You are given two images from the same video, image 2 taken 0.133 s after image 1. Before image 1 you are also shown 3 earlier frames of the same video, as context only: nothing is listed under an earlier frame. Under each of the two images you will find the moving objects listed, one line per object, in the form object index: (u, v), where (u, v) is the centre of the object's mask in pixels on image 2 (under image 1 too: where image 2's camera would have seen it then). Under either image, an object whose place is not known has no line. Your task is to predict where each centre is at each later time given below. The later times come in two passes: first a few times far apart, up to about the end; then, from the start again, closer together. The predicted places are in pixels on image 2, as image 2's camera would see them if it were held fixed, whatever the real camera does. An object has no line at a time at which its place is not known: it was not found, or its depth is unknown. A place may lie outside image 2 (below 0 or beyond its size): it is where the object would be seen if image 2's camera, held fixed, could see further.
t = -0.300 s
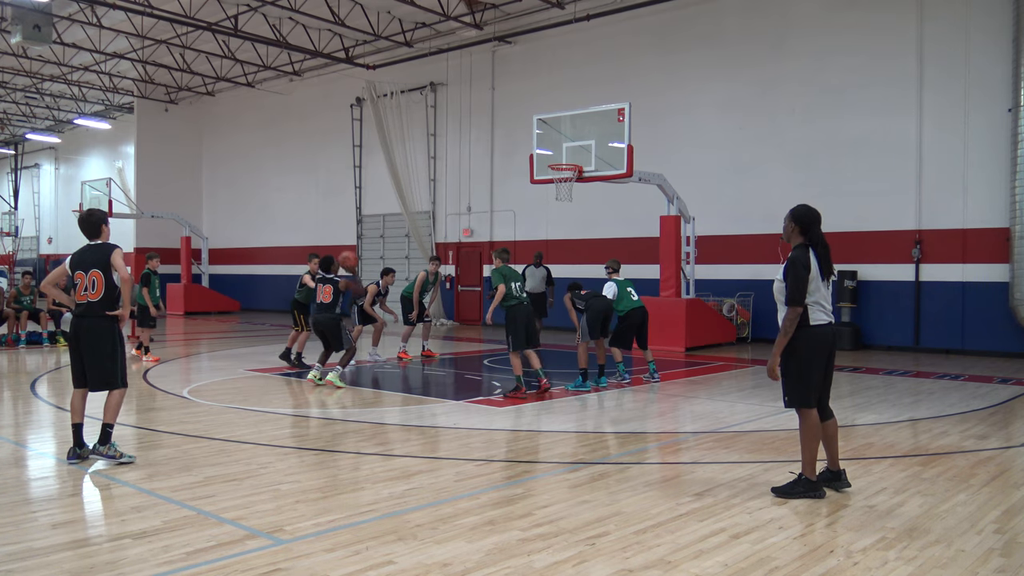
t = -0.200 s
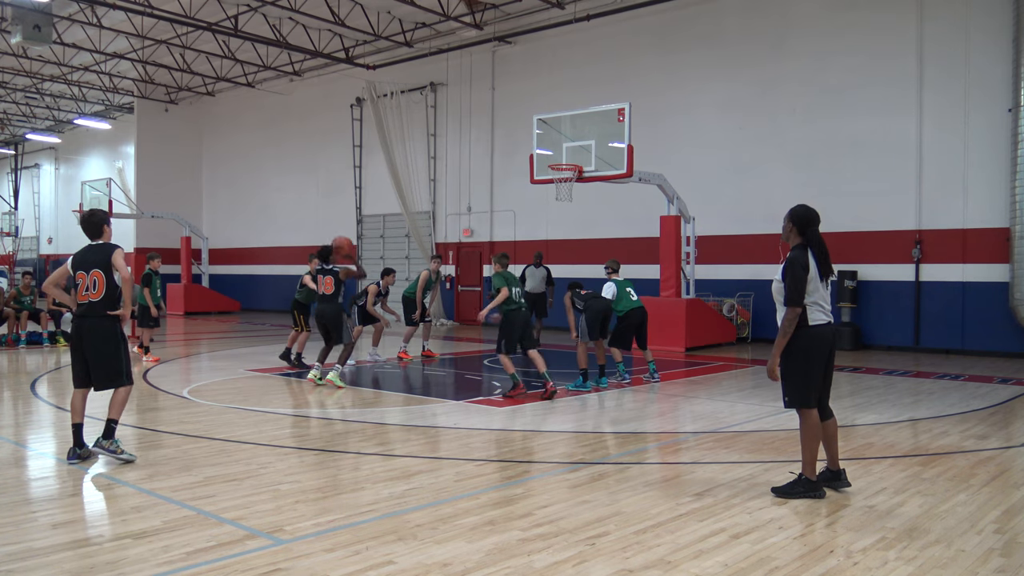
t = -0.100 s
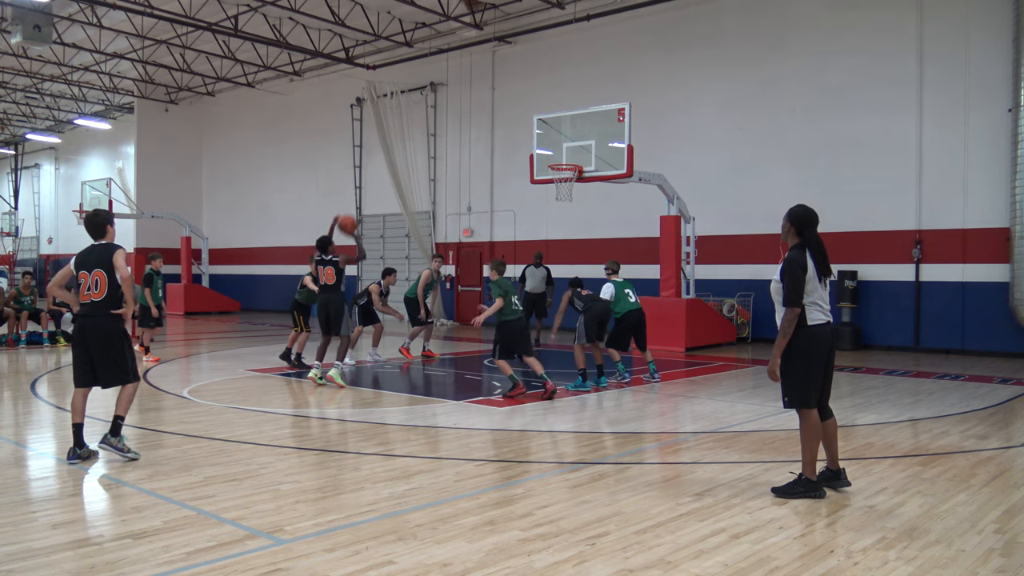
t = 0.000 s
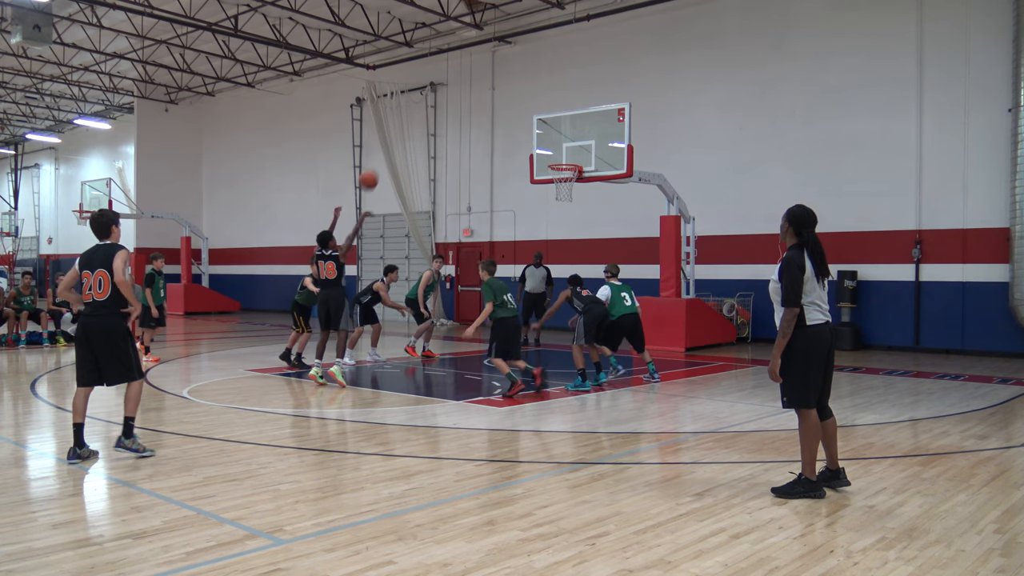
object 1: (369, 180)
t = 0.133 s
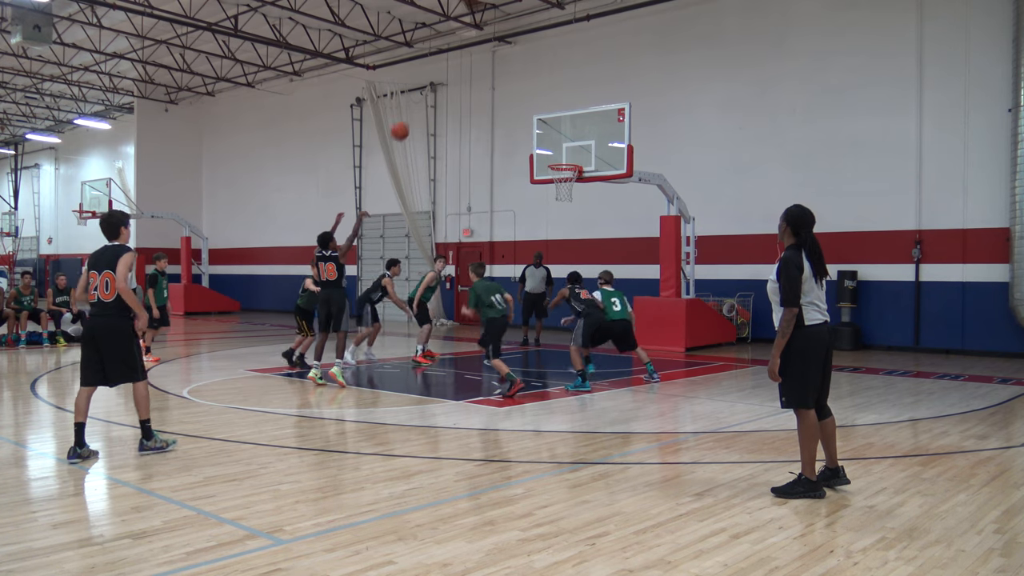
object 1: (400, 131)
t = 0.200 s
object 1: (414, 112)
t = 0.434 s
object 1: (462, 76)
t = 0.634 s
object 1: (499, 78)
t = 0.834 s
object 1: (534, 107)
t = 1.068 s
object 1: (572, 170)
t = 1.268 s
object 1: (577, 203)
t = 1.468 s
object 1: (579, 250)
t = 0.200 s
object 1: (414, 112)
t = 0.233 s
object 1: (421, 104)
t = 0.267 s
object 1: (429, 97)
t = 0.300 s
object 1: (435, 91)
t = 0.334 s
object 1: (443, 86)
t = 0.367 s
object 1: (450, 82)
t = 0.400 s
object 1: (456, 78)
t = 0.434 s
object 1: (462, 76)
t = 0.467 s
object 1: (469, 75)
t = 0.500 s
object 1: (475, 74)
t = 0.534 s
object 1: (482, 74)
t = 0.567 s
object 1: (487, 75)
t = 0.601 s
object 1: (494, 76)
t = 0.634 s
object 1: (499, 78)
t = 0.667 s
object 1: (506, 81)
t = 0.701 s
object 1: (511, 85)
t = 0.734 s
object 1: (517, 90)
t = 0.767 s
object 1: (523, 95)
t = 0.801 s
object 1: (528, 100)
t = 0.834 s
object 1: (534, 107)
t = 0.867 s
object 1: (539, 114)
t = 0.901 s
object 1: (544, 122)
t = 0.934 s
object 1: (549, 130)
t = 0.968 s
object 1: (554, 139)
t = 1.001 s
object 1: (559, 148)
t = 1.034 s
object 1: (564, 158)
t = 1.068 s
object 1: (572, 170)
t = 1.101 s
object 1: (574, 178)
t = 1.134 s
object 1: (575, 185)
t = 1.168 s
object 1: (576, 189)
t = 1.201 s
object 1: (576, 193)
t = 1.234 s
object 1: (577, 198)
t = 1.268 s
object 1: (577, 203)
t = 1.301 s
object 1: (577, 210)
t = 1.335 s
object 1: (578, 217)
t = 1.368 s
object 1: (578, 224)
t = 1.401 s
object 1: (578, 232)
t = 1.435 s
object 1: (579, 241)
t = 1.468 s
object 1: (579, 250)
